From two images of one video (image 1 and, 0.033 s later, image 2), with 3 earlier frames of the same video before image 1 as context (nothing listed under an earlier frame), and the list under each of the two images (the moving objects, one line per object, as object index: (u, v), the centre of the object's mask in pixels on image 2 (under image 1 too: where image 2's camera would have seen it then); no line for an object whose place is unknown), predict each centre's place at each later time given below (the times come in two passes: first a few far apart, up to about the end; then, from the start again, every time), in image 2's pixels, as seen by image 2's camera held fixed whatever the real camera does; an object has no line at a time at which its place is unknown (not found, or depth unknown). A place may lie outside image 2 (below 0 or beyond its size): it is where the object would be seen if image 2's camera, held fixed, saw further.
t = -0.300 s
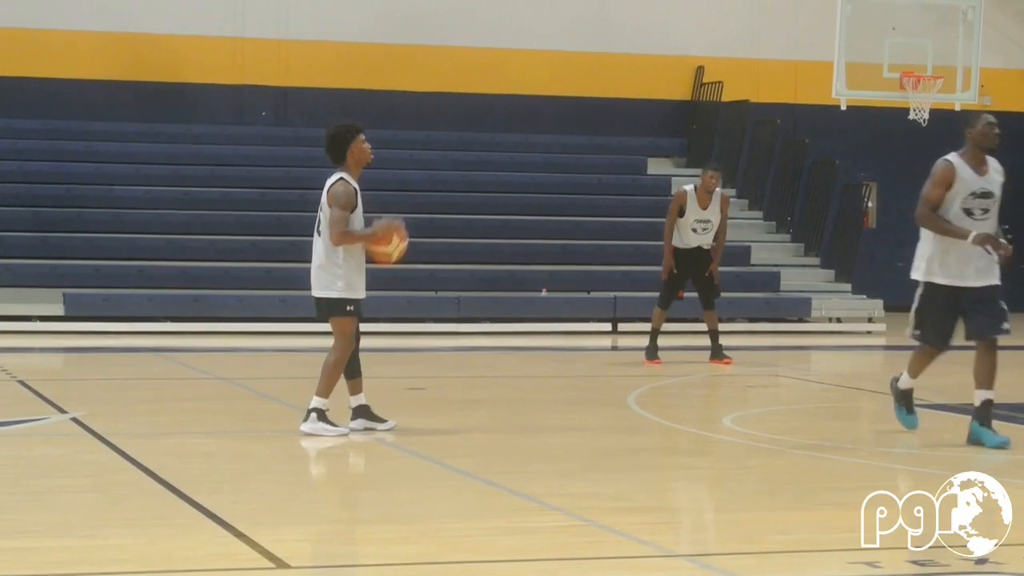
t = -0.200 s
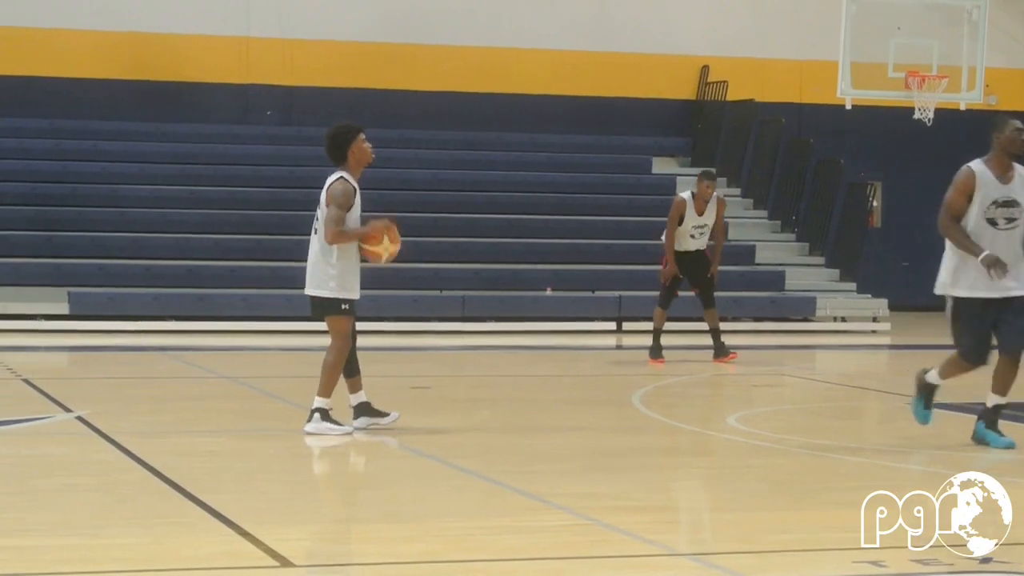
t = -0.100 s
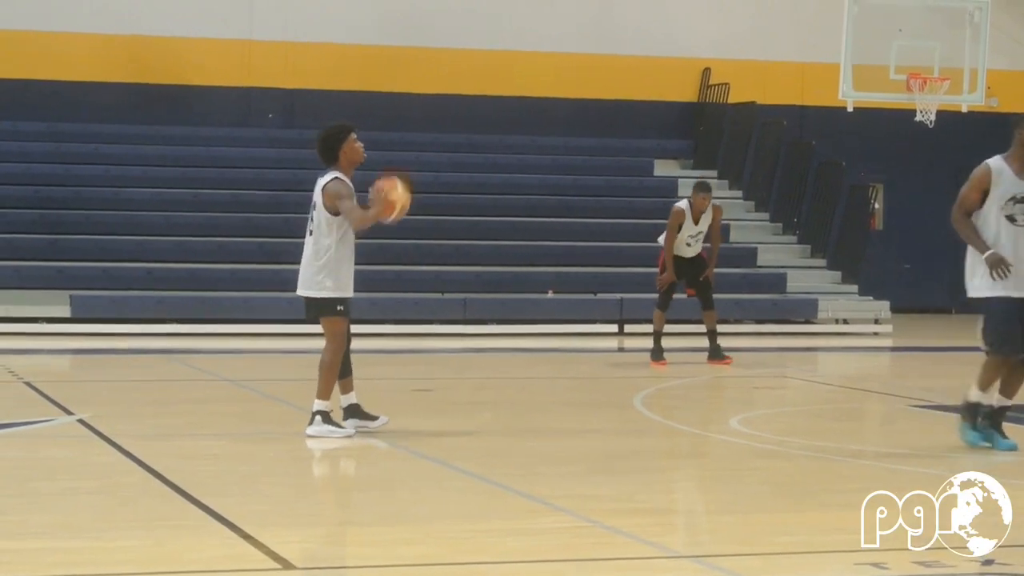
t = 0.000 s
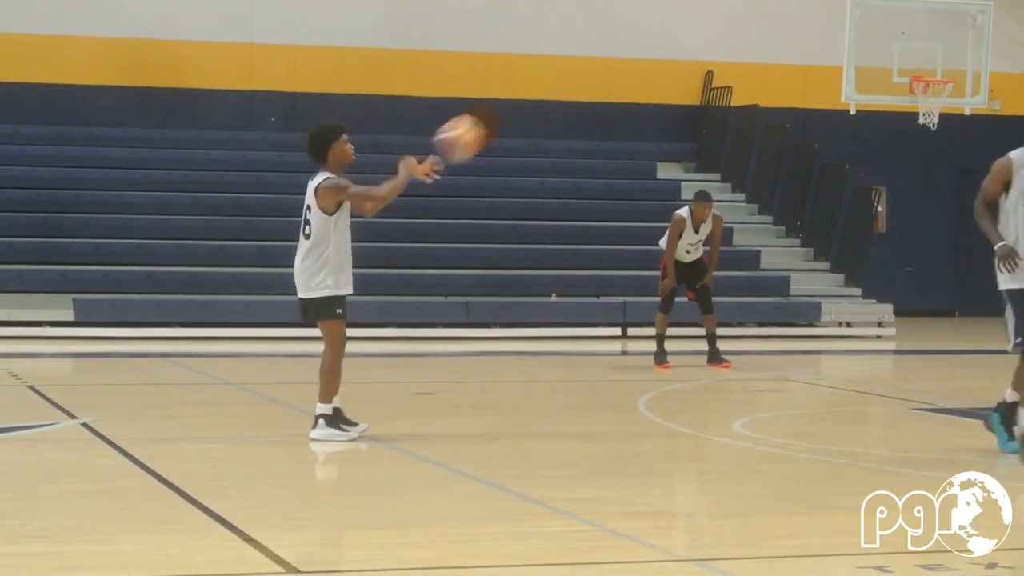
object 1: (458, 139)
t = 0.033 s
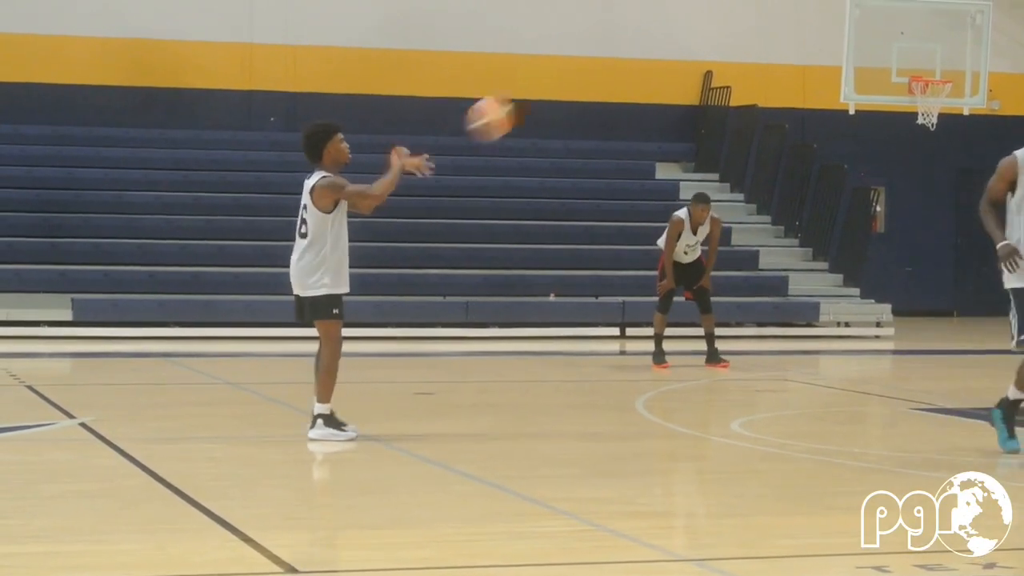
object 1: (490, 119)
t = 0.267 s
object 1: (711, 26)
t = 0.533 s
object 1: (943, 32)
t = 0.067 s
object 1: (522, 100)
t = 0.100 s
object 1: (554, 81)
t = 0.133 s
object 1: (588, 65)
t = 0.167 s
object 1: (619, 52)
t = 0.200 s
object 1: (652, 41)
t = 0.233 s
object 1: (680, 34)
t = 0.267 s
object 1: (711, 26)
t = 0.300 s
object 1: (741, 21)
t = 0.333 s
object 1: (771, 17)
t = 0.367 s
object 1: (800, 16)
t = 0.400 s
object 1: (829, 16)
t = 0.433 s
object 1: (858, 17)
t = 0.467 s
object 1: (887, 20)
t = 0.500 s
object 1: (915, 26)
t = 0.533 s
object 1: (943, 32)
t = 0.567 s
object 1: (971, 41)
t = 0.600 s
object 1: (999, 51)
